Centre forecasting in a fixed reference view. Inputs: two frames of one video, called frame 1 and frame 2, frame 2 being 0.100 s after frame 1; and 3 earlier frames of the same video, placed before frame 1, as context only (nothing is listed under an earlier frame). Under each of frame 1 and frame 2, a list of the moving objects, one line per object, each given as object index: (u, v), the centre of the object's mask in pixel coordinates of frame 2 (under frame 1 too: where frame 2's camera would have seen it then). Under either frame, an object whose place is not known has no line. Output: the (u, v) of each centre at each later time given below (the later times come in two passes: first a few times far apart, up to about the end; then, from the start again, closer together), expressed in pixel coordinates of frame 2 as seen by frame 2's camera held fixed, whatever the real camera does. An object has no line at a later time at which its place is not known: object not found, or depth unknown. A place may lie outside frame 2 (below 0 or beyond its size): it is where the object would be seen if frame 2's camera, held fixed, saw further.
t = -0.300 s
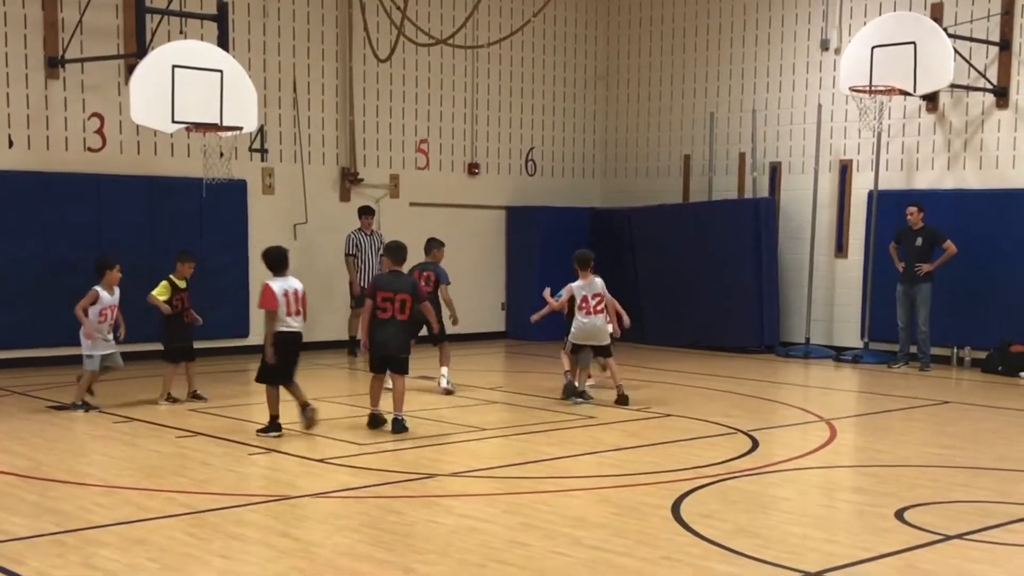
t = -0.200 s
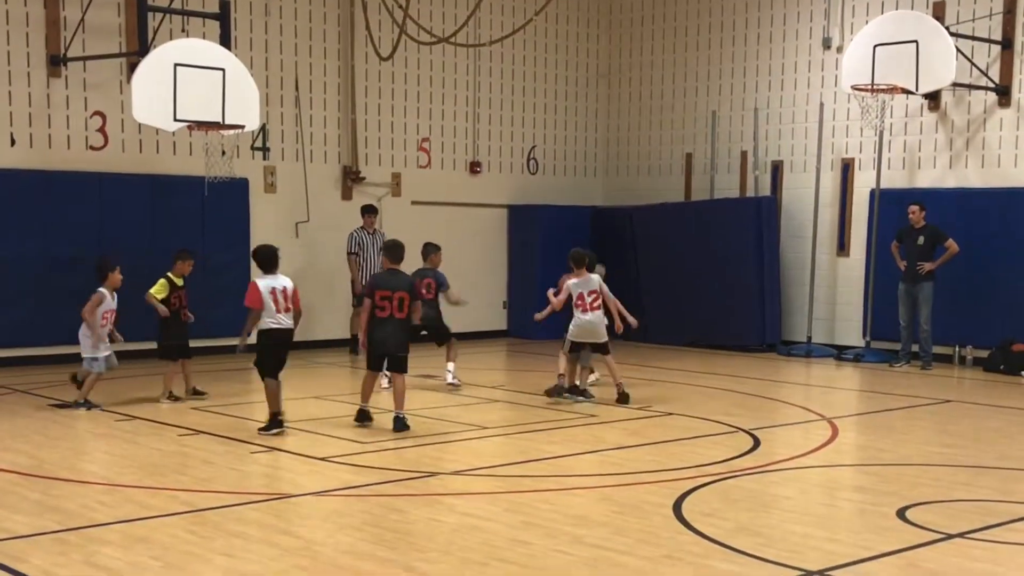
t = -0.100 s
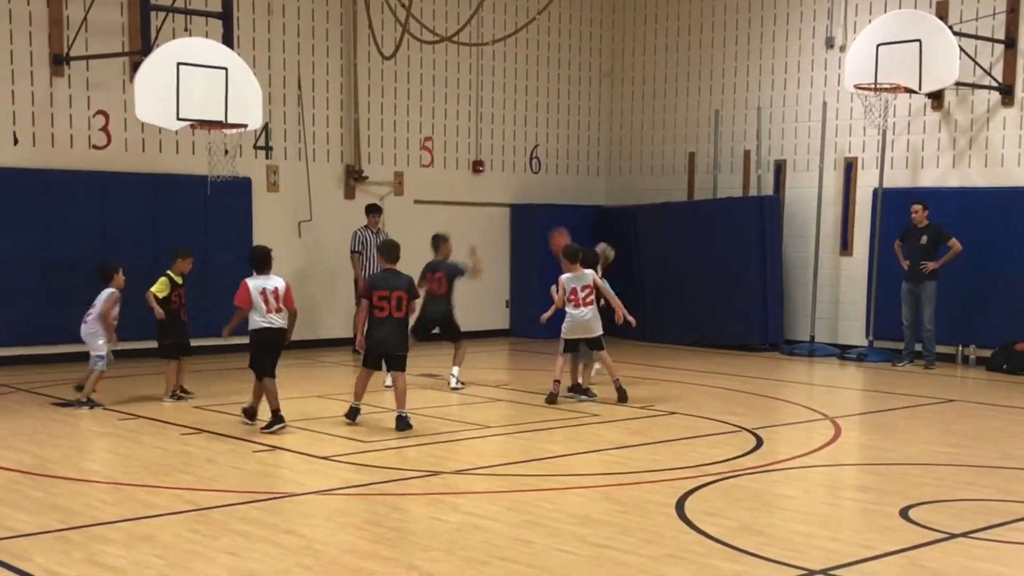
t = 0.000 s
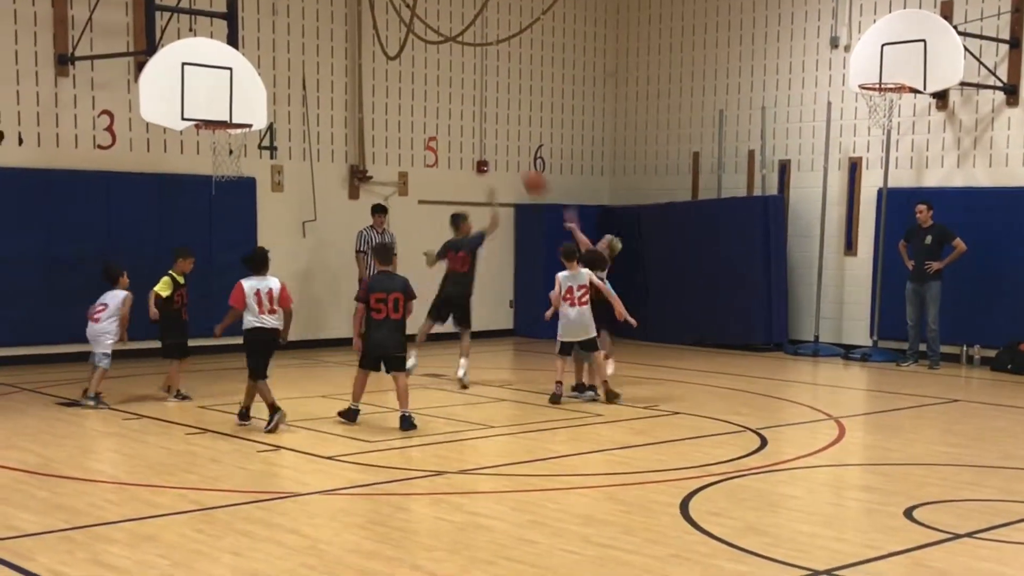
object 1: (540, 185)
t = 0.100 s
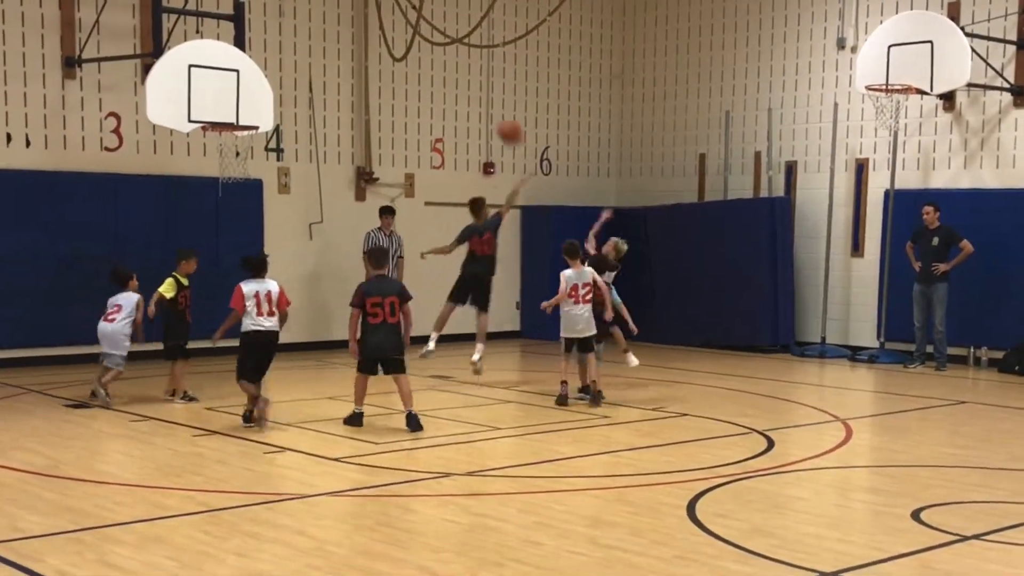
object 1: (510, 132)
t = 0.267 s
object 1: (457, 68)
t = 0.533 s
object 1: (373, 25)
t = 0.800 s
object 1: (289, 56)
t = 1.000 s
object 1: (226, 130)
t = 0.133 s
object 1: (500, 117)
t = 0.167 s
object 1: (489, 103)
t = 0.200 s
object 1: (479, 90)
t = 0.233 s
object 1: (468, 79)
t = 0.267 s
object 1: (457, 68)
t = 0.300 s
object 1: (447, 60)
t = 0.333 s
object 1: (436, 51)
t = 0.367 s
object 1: (425, 44)
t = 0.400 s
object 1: (415, 37)
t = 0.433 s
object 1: (406, 33)
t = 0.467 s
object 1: (394, 28)
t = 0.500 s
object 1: (384, 27)
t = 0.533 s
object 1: (373, 25)
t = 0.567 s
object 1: (363, 24)
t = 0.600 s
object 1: (352, 26)
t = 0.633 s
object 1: (341, 29)
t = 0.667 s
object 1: (331, 33)
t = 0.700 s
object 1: (321, 36)
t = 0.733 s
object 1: (310, 42)
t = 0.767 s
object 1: (300, 49)
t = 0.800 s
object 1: (289, 56)
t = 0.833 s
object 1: (278, 68)
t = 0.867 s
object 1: (268, 78)
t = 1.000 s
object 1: (226, 130)
